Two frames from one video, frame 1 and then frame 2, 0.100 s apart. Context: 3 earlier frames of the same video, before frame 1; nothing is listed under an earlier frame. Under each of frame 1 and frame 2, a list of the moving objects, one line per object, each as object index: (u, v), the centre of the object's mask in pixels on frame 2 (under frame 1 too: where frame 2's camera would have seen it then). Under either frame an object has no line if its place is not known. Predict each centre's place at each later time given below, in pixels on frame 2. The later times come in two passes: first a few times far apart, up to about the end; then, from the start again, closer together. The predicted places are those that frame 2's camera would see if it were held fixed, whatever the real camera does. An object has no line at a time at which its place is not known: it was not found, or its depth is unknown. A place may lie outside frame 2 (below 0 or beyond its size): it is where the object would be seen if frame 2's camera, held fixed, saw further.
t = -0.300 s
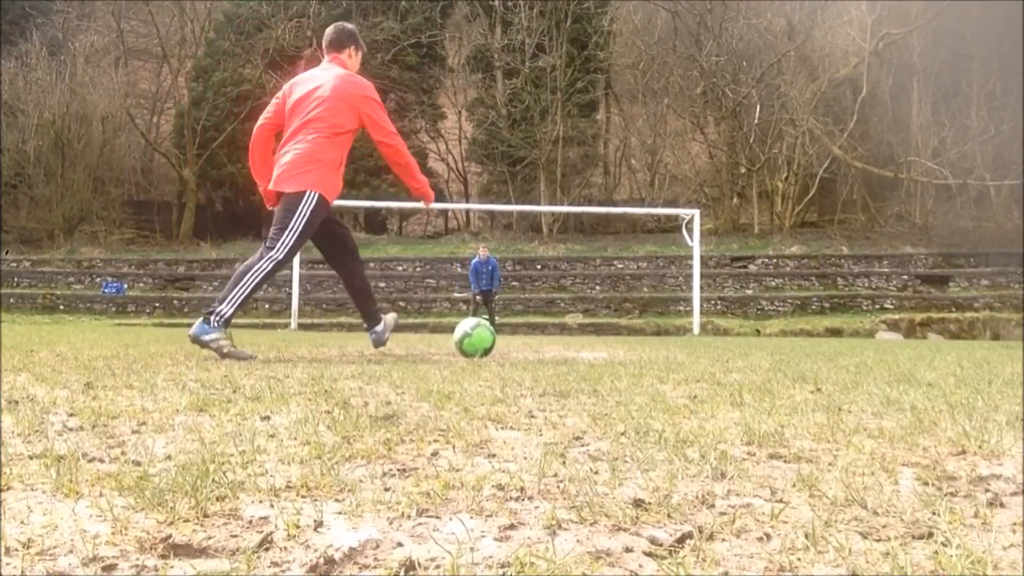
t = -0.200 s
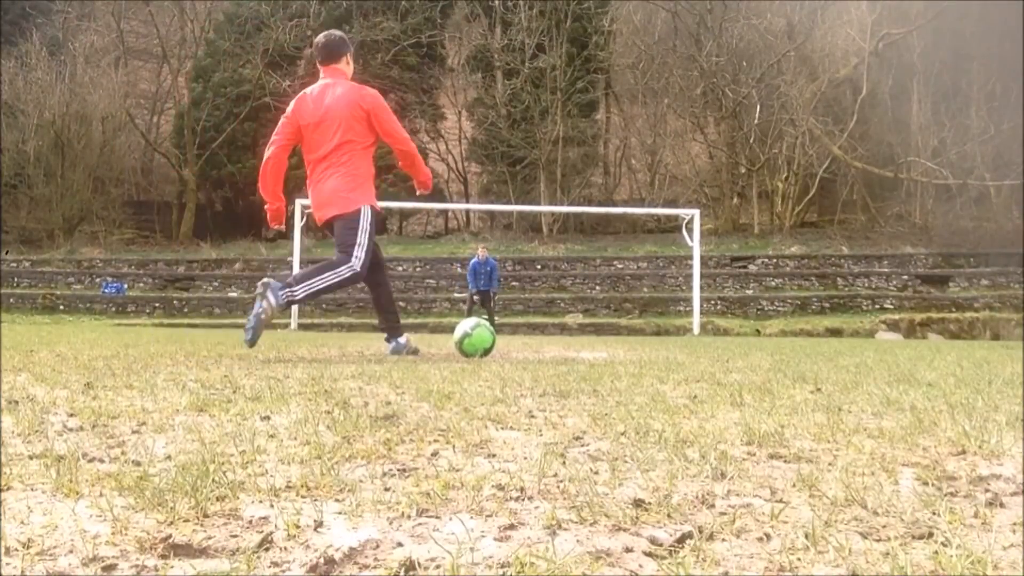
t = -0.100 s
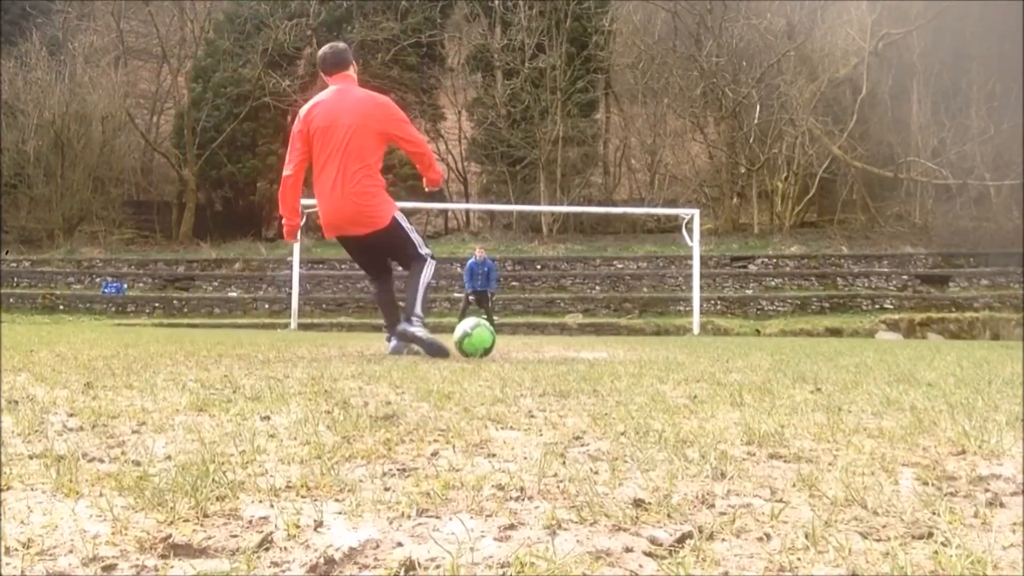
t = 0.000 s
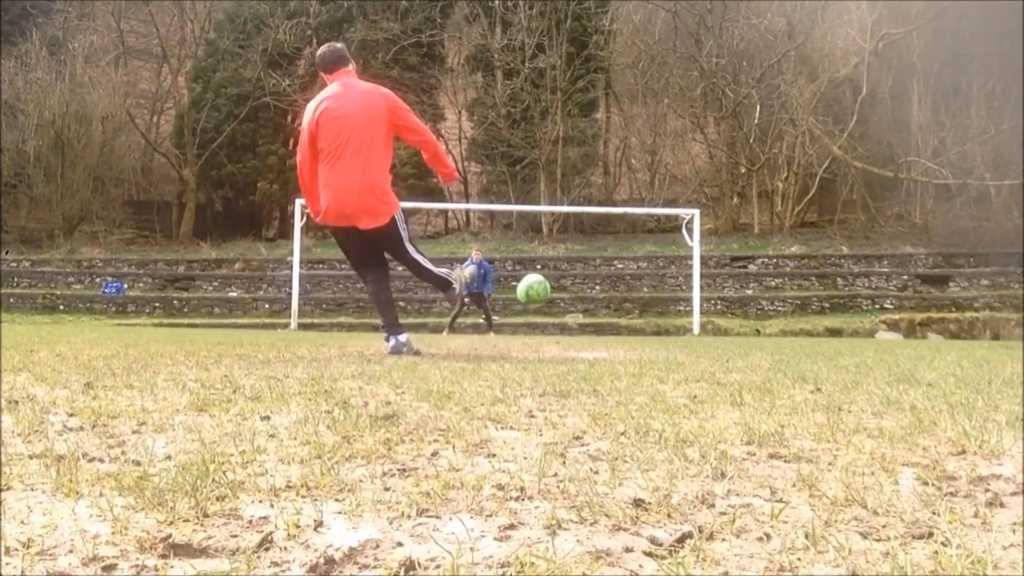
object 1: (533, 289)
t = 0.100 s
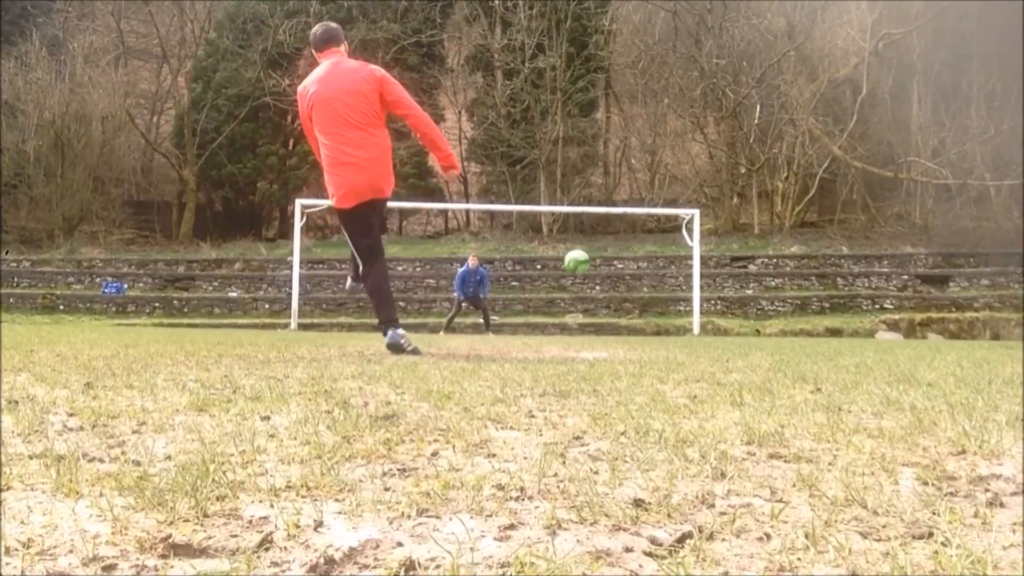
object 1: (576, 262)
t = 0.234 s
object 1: (606, 255)
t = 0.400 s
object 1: (623, 266)
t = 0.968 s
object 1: (651, 317)
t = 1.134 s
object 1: (676, 301)
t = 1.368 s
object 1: (715, 295)
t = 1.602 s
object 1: (768, 323)
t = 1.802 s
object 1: (810, 317)
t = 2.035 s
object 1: (860, 323)
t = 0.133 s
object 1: (586, 259)
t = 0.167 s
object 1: (594, 256)
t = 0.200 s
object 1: (600, 255)
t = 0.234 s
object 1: (606, 255)
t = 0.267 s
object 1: (610, 256)
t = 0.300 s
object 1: (614, 257)
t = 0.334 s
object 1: (618, 260)
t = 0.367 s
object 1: (620, 263)
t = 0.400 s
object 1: (623, 266)
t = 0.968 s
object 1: (651, 317)
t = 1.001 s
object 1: (656, 313)
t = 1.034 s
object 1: (660, 309)
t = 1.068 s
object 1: (665, 306)
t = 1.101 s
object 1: (670, 302)
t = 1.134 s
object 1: (676, 301)
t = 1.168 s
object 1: (681, 297)
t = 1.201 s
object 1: (686, 297)
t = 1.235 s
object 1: (691, 295)
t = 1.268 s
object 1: (697, 295)
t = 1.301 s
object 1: (704, 292)
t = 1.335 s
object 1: (709, 294)
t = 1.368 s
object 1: (715, 295)
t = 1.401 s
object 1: (723, 298)
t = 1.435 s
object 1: (730, 300)
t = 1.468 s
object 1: (737, 302)
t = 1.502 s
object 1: (745, 307)
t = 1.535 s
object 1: (752, 312)
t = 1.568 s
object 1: (760, 317)
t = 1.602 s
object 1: (768, 323)
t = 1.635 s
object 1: (776, 330)
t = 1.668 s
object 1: (784, 330)
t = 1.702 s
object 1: (791, 326)
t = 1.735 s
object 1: (796, 323)
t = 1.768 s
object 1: (803, 320)
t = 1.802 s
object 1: (810, 317)
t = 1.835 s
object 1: (817, 315)
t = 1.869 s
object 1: (824, 315)
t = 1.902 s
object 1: (831, 315)
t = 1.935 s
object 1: (839, 316)
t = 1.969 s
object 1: (846, 317)
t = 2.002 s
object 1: (853, 320)
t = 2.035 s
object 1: (860, 323)
